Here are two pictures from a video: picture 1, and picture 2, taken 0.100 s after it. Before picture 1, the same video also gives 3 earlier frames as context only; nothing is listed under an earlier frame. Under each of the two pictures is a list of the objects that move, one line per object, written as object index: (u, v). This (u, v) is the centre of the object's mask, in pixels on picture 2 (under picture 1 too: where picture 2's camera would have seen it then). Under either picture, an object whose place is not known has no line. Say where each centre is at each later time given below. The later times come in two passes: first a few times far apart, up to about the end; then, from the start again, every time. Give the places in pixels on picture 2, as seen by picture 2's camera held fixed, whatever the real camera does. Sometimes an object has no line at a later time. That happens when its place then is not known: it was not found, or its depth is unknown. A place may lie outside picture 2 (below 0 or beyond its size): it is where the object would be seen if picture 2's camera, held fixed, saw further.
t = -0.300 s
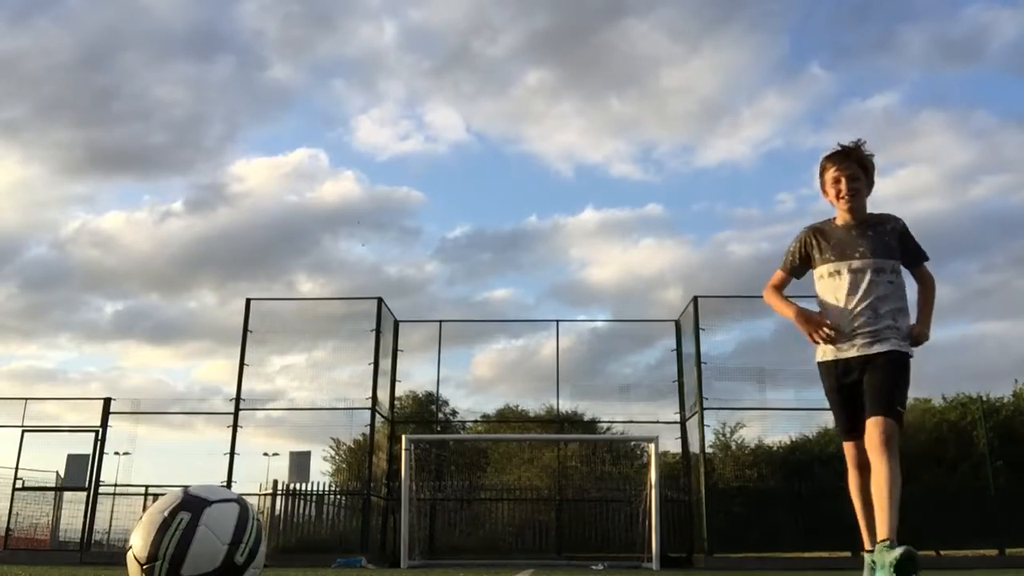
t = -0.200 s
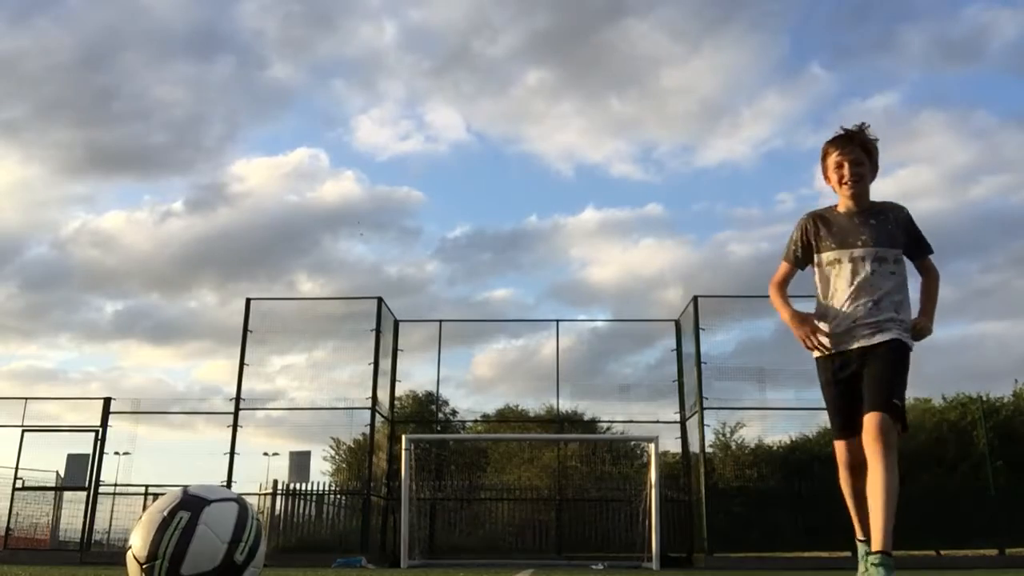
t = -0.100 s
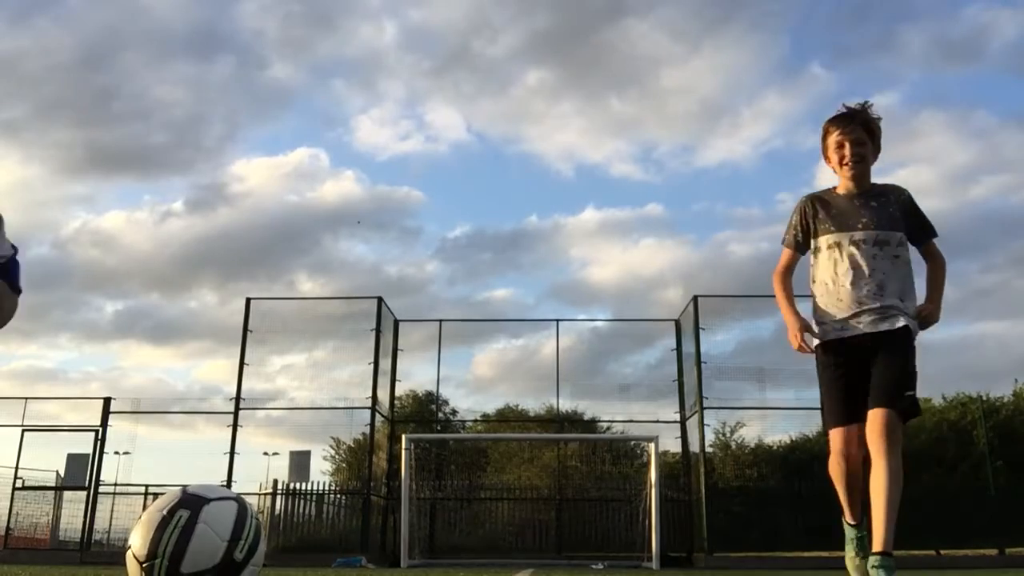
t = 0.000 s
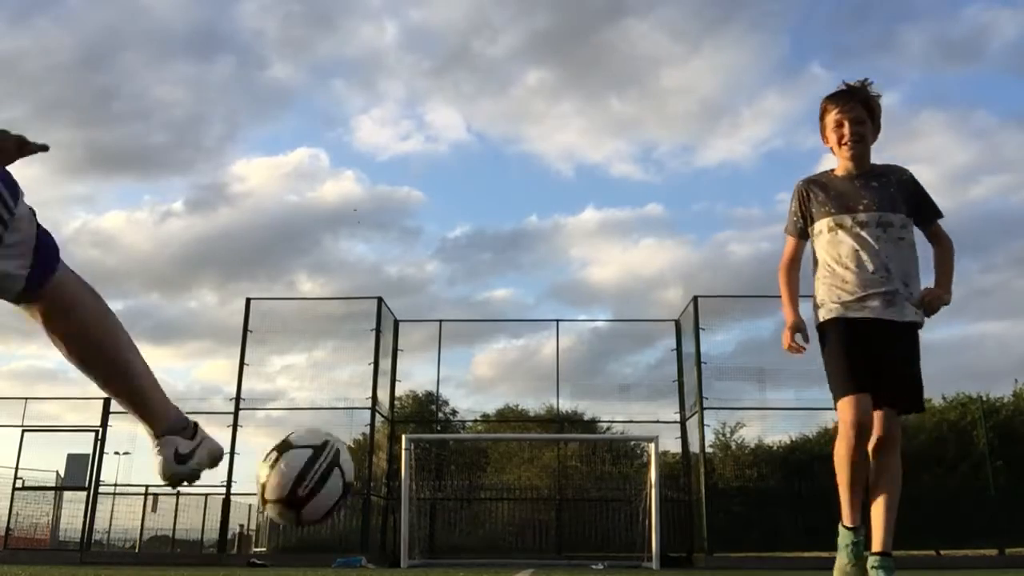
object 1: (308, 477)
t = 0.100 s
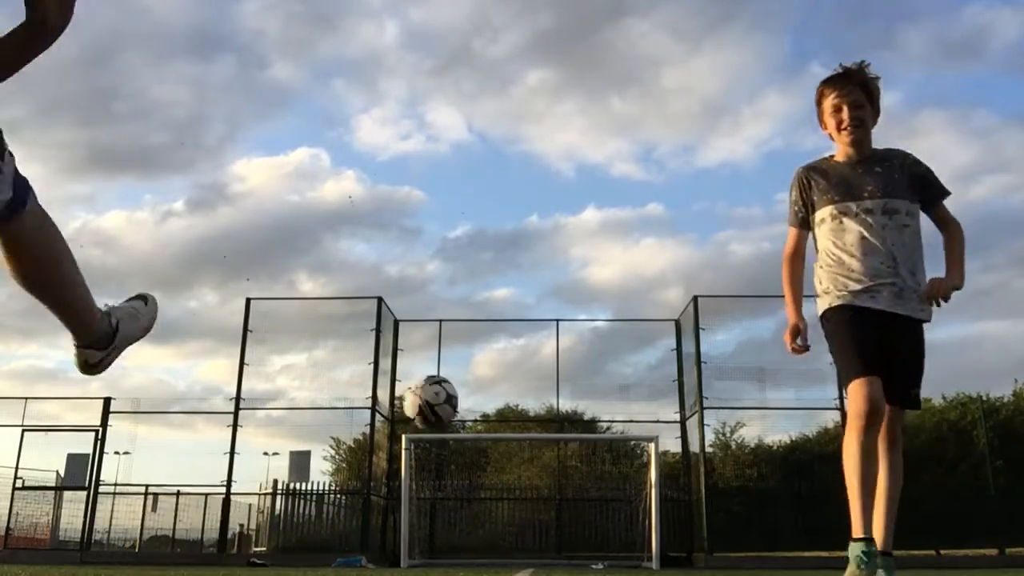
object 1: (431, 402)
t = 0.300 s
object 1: (514, 394)
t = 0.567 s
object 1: (559, 437)
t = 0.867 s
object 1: (593, 511)
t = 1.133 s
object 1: (605, 551)
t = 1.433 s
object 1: (597, 560)
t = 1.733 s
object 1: (585, 558)
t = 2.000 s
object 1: (574, 558)
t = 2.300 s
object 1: (563, 558)
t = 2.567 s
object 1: (554, 558)
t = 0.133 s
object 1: (452, 395)
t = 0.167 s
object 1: (469, 389)
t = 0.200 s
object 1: (483, 388)
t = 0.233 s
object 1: (495, 388)
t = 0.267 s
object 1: (505, 390)
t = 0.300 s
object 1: (514, 394)
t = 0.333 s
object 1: (522, 397)
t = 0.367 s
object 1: (529, 401)
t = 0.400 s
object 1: (536, 407)
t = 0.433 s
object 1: (543, 411)
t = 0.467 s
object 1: (543, 418)
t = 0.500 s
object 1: (551, 423)
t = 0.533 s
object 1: (555, 430)
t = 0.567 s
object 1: (559, 437)
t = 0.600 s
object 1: (564, 445)
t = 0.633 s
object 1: (568, 451)
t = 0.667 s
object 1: (572, 459)
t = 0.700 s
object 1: (576, 467)
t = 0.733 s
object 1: (580, 476)
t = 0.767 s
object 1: (583, 484)
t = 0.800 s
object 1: (587, 493)
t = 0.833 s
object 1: (590, 502)
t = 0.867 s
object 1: (593, 511)
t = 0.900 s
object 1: (597, 520)
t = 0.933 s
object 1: (600, 529)
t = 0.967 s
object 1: (603, 539)
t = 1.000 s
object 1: (605, 545)
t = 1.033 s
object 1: (605, 549)
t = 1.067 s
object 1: (605, 550)
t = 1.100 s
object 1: (605, 551)
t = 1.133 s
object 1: (605, 551)
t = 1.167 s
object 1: (604, 552)
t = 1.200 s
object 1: (603, 551)
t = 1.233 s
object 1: (602, 551)
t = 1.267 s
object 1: (601, 553)
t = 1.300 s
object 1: (600, 554)
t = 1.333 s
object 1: (599, 556)
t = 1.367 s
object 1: (598, 558)
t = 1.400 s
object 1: (597, 560)
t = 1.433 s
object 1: (597, 560)
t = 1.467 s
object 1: (595, 558)
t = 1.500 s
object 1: (594, 558)
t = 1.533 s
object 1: (593, 557)
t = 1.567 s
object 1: (591, 556)
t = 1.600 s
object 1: (590, 556)
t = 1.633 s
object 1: (590, 558)
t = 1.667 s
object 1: (587, 558)
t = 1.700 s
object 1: (586, 559)
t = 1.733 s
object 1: (585, 558)
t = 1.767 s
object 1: (584, 557)
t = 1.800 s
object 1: (582, 557)
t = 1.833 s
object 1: (580, 557)
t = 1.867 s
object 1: (579, 558)
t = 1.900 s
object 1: (578, 559)
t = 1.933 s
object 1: (576, 558)
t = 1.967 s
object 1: (575, 558)
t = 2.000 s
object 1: (574, 558)
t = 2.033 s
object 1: (573, 559)
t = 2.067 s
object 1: (572, 558)
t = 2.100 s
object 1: (570, 558)
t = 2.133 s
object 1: (569, 558)
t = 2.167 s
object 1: (568, 558)
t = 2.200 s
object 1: (567, 558)
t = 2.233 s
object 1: (565, 558)
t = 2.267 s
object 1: (564, 559)
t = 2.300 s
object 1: (563, 558)
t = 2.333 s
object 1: (562, 559)
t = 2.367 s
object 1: (561, 558)
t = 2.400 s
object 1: (560, 559)
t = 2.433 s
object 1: (559, 558)
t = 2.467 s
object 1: (557, 558)
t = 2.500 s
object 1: (556, 558)
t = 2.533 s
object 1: (555, 558)
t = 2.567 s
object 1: (554, 558)
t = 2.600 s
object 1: (553, 558)
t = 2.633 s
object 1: (552, 558)
